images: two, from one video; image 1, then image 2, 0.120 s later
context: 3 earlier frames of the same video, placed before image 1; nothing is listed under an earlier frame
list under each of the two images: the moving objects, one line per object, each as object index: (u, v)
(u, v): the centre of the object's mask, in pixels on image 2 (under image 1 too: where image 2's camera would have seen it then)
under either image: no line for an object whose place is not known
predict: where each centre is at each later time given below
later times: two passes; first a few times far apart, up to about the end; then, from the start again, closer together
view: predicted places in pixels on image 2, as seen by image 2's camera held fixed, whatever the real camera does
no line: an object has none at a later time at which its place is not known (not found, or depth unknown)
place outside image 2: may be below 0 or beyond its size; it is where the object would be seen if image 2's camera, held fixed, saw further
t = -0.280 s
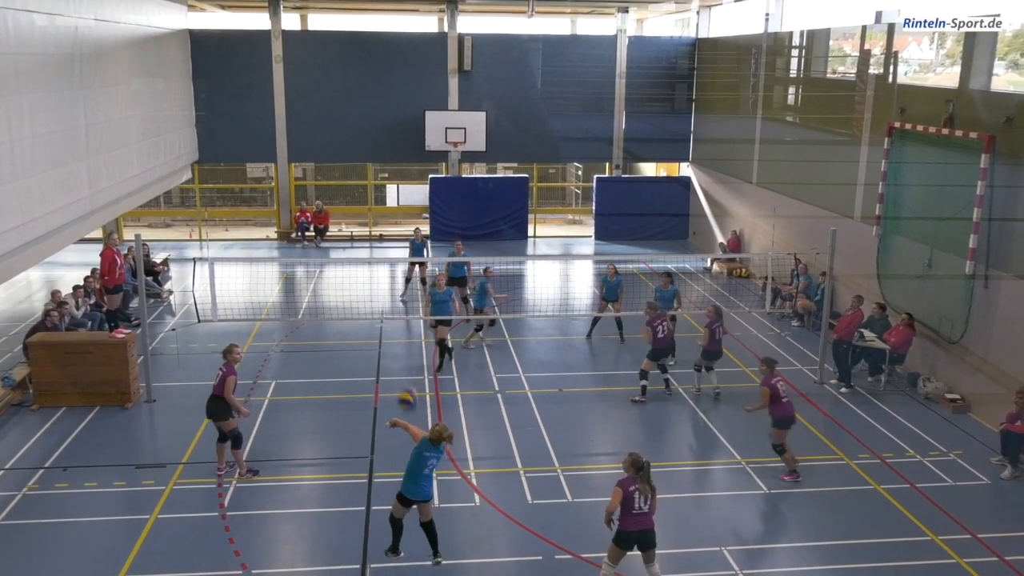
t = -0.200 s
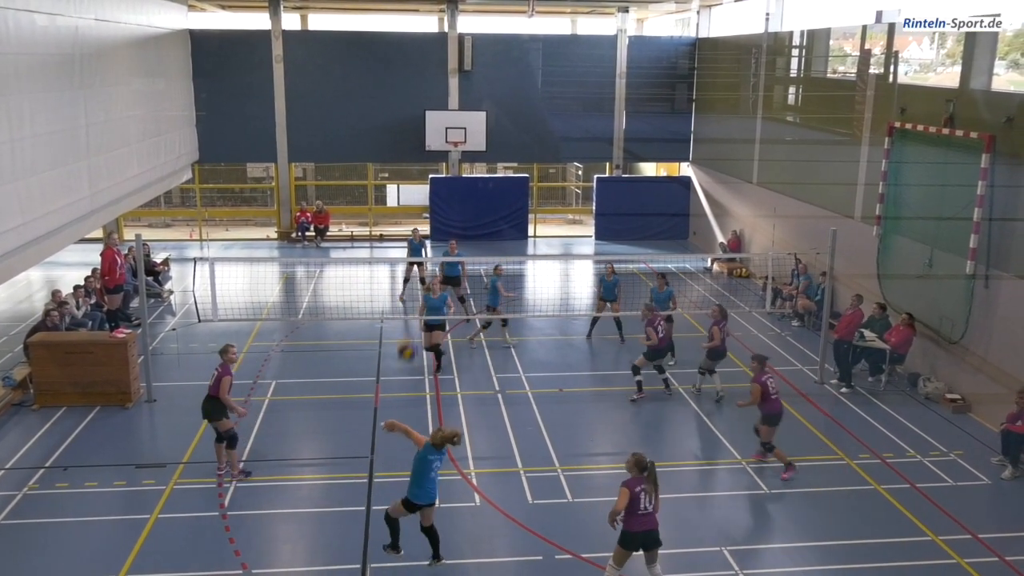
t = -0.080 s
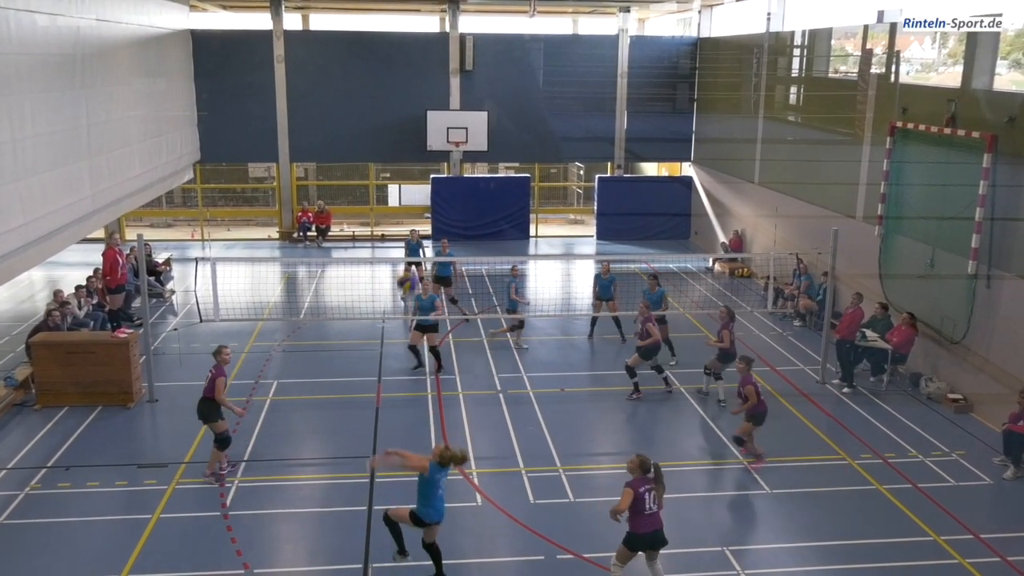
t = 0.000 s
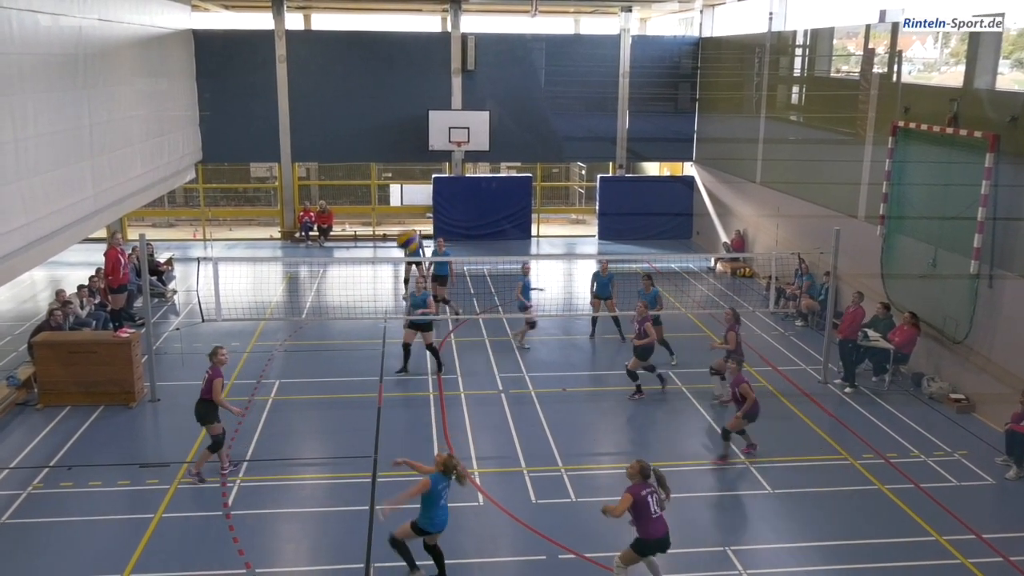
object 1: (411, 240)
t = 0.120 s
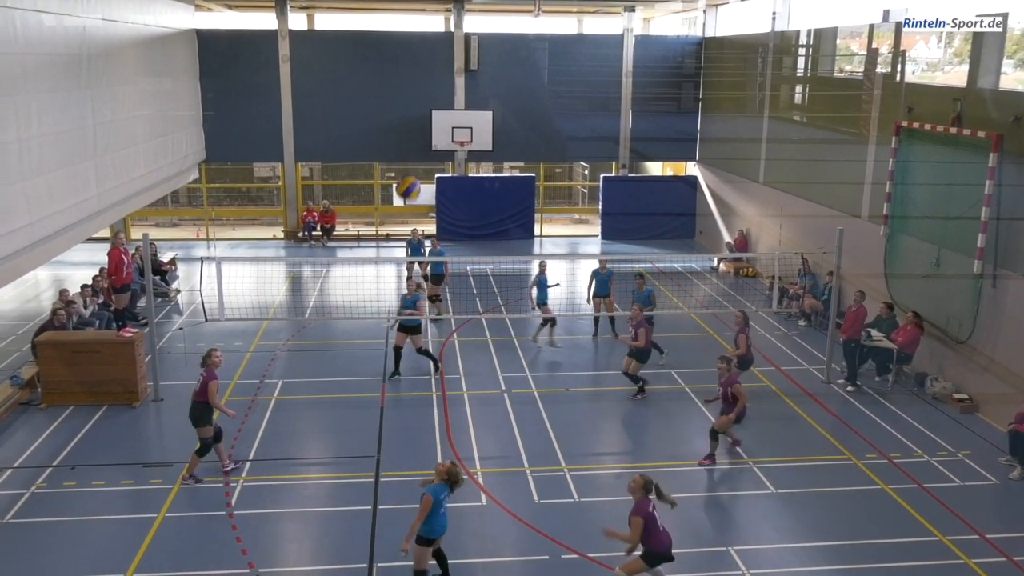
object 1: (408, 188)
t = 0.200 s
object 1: (405, 159)
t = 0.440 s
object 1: (397, 118)
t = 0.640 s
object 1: (390, 140)
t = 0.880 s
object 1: (383, 263)
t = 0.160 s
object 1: (407, 173)
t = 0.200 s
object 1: (405, 159)
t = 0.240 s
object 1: (404, 148)
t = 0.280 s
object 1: (403, 139)
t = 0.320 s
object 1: (401, 130)
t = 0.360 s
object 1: (400, 124)
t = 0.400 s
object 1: (398, 120)
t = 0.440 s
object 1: (397, 118)
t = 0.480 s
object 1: (395, 118)
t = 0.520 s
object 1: (394, 120)
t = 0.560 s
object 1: (393, 124)
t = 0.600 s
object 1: (391, 132)
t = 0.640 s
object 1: (390, 140)
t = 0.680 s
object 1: (389, 153)
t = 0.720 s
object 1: (387, 169)
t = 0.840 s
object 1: (384, 233)
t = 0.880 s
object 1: (383, 263)
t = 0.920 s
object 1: (382, 291)
